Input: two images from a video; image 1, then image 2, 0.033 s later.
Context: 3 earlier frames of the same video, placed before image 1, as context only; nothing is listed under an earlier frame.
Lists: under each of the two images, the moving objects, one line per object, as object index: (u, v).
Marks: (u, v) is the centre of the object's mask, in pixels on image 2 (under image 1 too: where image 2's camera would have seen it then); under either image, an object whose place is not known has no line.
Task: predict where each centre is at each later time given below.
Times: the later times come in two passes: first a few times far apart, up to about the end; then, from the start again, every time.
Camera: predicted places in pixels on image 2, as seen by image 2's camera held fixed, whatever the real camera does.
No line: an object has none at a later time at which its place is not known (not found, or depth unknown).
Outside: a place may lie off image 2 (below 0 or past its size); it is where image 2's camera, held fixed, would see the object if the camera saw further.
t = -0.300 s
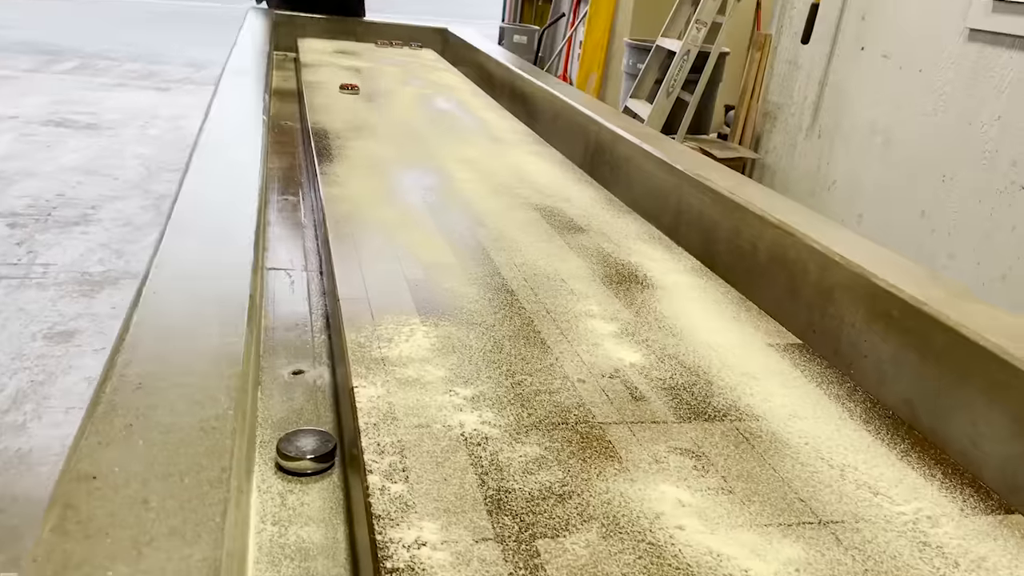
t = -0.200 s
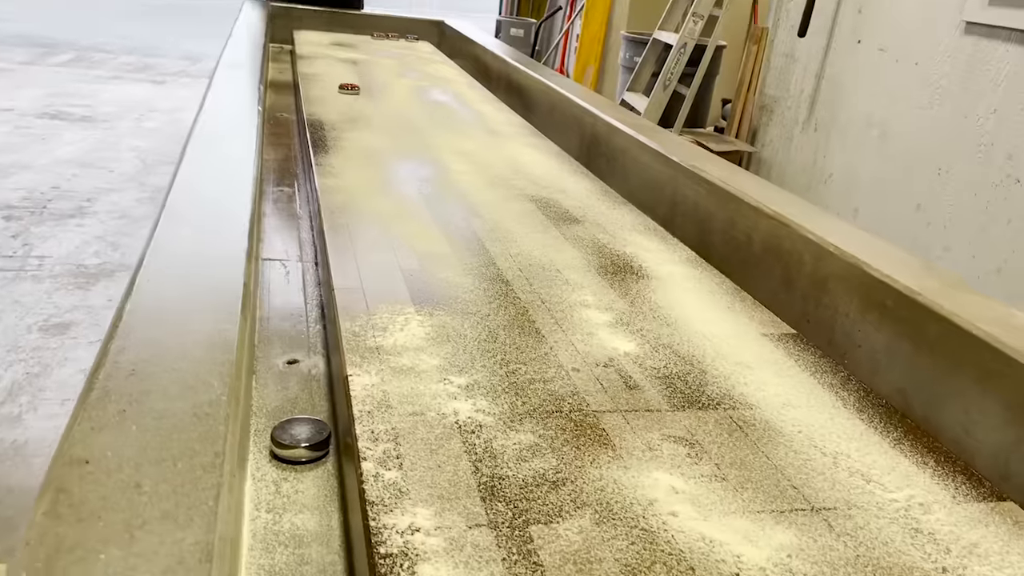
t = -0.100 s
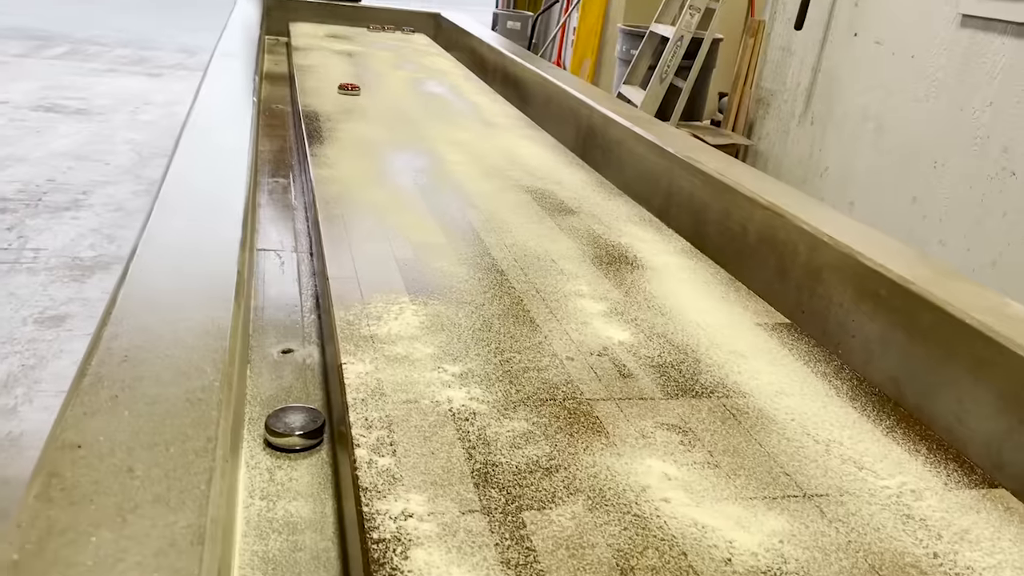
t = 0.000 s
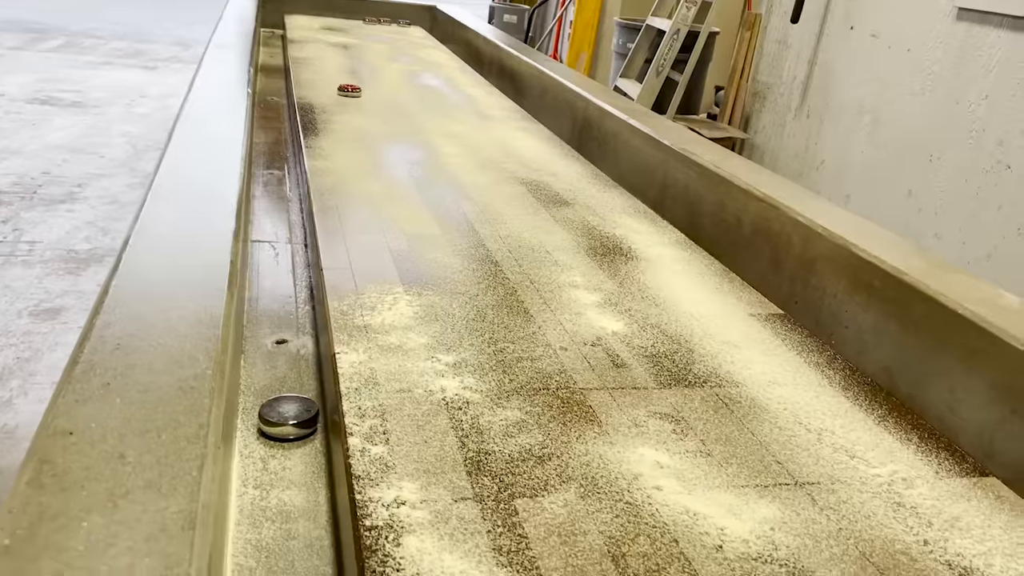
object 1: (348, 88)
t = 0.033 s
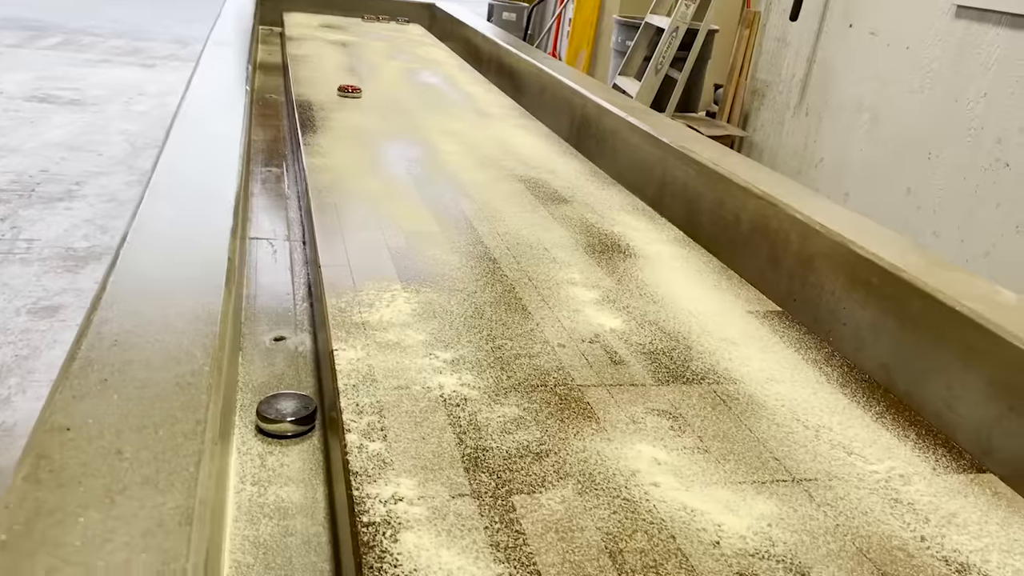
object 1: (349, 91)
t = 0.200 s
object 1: (359, 107)
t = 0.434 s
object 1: (376, 133)
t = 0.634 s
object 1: (392, 155)
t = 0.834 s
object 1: (410, 178)
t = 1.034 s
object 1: (428, 201)
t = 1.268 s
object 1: (450, 226)
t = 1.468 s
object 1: (469, 246)
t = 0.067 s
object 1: (351, 94)
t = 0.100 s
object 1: (353, 97)
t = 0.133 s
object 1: (355, 100)
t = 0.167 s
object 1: (357, 104)
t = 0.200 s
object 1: (359, 107)
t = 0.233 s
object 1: (361, 111)
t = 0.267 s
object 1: (364, 114)
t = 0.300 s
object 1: (366, 118)
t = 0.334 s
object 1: (368, 122)
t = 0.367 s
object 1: (371, 125)
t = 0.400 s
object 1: (373, 129)
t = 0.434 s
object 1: (376, 133)
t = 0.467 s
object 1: (378, 137)
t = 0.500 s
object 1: (381, 140)
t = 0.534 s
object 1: (384, 144)
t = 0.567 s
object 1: (387, 148)
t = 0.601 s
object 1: (389, 152)
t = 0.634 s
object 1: (392, 155)
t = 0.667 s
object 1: (395, 159)
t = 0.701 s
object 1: (398, 163)
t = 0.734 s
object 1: (401, 167)
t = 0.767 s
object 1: (404, 171)
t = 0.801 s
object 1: (407, 175)
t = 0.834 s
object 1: (410, 178)
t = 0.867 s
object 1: (413, 182)
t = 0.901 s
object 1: (416, 186)
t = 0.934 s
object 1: (419, 190)
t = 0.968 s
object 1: (422, 194)
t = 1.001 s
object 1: (425, 197)
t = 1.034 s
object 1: (428, 201)
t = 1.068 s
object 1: (431, 205)
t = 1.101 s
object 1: (434, 208)
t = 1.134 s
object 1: (437, 212)
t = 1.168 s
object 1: (440, 216)
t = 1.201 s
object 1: (444, 219)
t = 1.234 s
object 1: (447, 223)
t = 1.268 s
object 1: (450, 226)
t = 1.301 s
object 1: (453, 230)
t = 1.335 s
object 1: (456, 233)
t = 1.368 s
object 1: (459, 236)
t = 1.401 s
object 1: (463, 240)
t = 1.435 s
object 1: (466, 243)
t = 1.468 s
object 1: (469, 246)
